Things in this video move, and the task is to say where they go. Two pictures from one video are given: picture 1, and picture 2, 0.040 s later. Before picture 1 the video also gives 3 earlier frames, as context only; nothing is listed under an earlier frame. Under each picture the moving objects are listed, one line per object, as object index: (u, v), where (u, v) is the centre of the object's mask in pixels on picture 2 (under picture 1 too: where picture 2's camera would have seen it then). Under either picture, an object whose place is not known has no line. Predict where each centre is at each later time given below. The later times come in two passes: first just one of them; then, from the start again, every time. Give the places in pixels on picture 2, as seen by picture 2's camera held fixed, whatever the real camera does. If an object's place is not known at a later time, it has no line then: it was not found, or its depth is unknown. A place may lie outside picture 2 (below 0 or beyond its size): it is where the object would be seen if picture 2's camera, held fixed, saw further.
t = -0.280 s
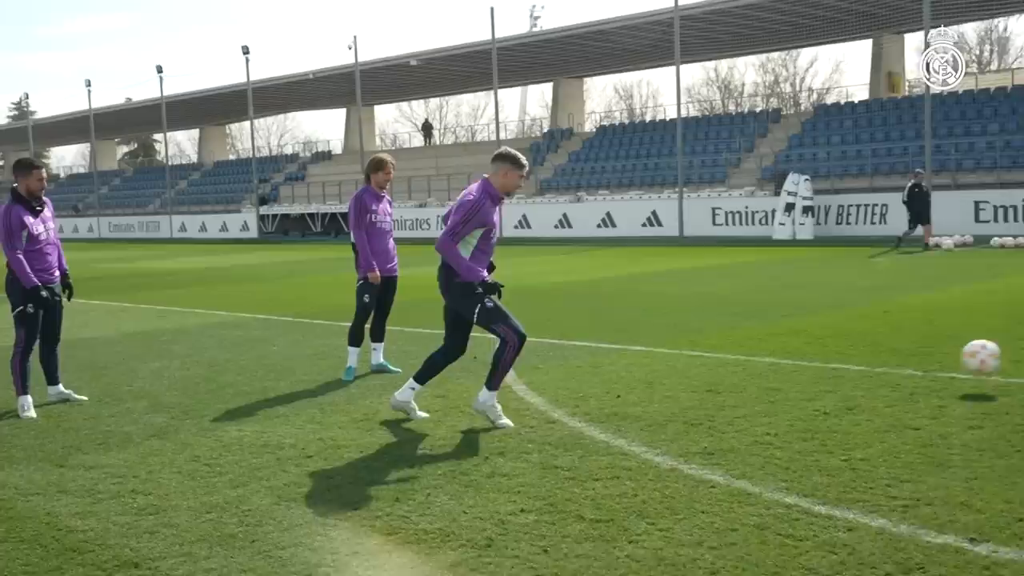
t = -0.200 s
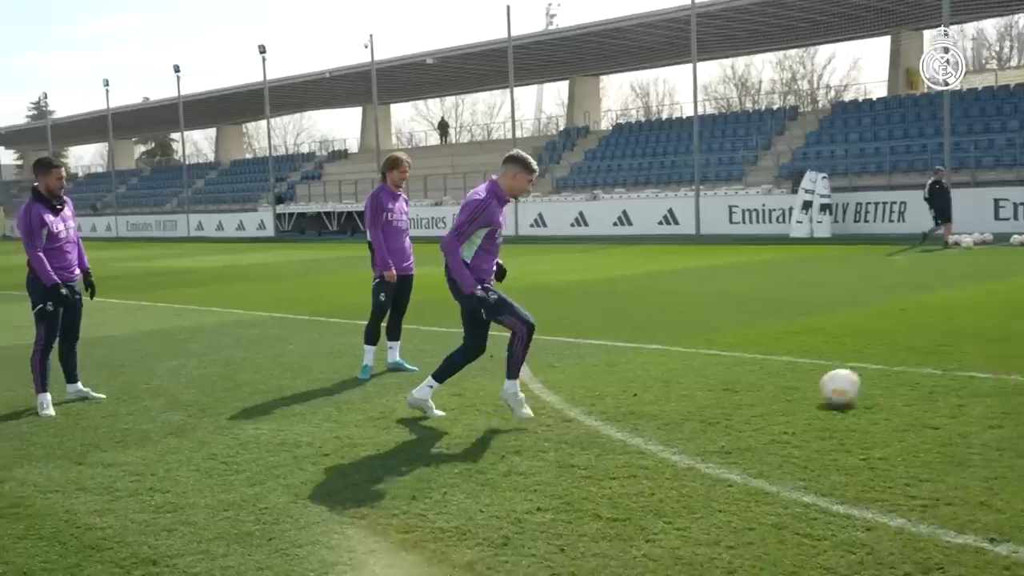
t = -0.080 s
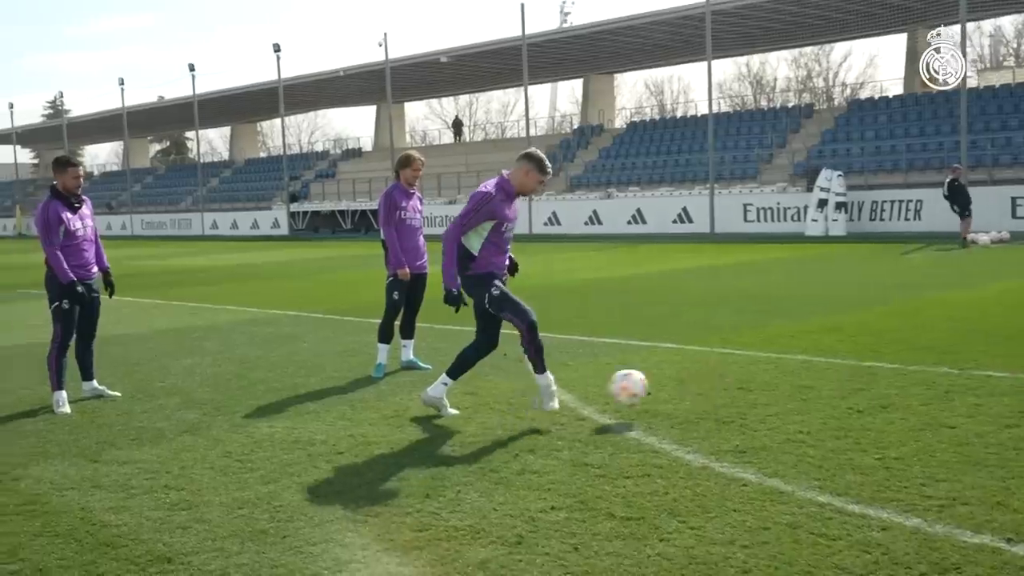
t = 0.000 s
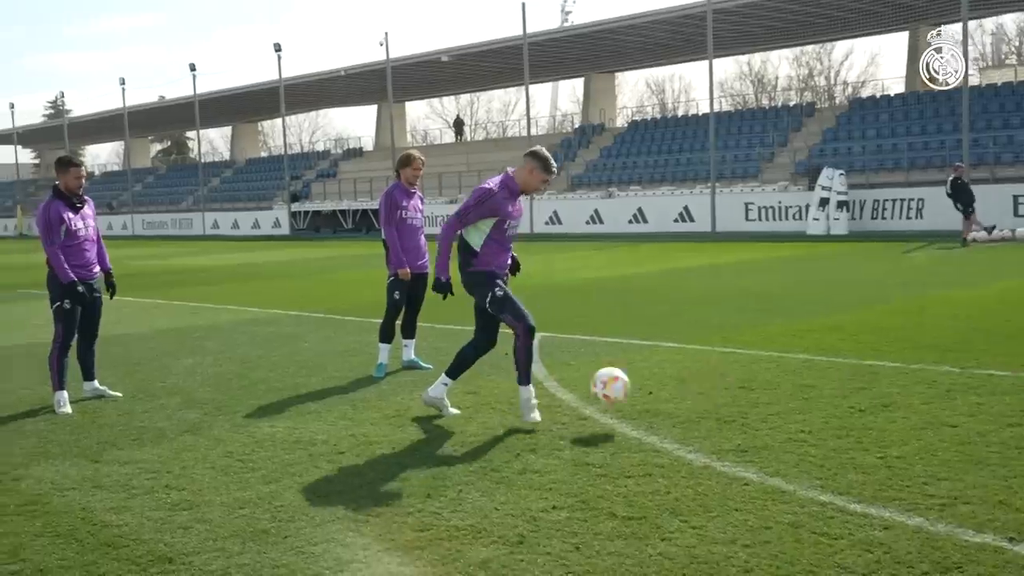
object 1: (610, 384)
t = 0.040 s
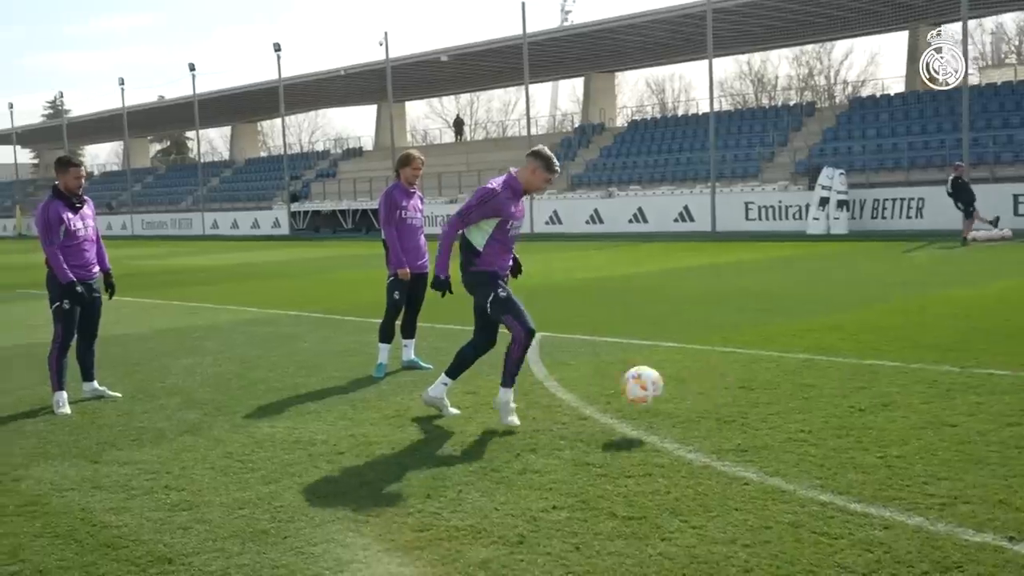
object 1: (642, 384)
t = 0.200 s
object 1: (784, 410)
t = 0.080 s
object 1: (676, 387)
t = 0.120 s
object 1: (710, 392)
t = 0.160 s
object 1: (746, 399)
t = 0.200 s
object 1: (784, 410)
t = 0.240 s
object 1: (824, 427)
